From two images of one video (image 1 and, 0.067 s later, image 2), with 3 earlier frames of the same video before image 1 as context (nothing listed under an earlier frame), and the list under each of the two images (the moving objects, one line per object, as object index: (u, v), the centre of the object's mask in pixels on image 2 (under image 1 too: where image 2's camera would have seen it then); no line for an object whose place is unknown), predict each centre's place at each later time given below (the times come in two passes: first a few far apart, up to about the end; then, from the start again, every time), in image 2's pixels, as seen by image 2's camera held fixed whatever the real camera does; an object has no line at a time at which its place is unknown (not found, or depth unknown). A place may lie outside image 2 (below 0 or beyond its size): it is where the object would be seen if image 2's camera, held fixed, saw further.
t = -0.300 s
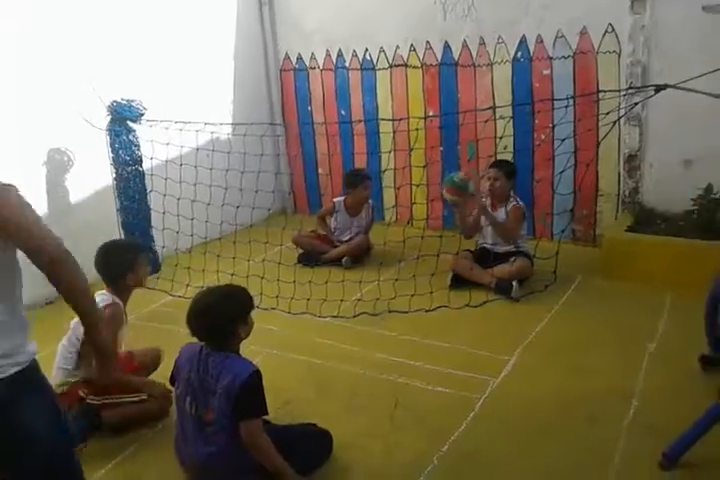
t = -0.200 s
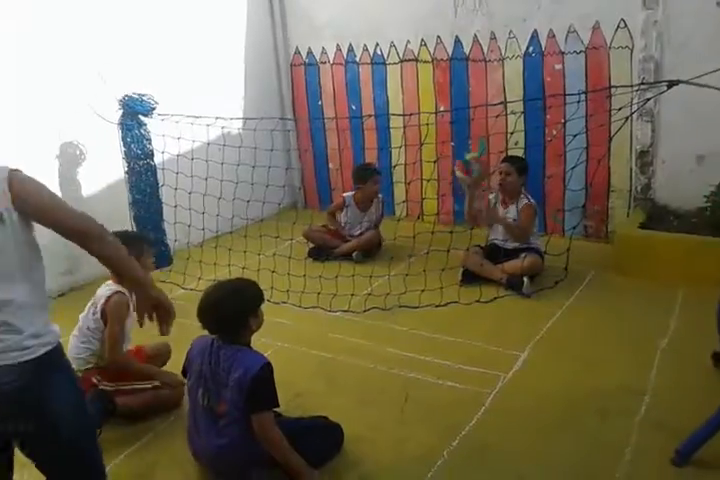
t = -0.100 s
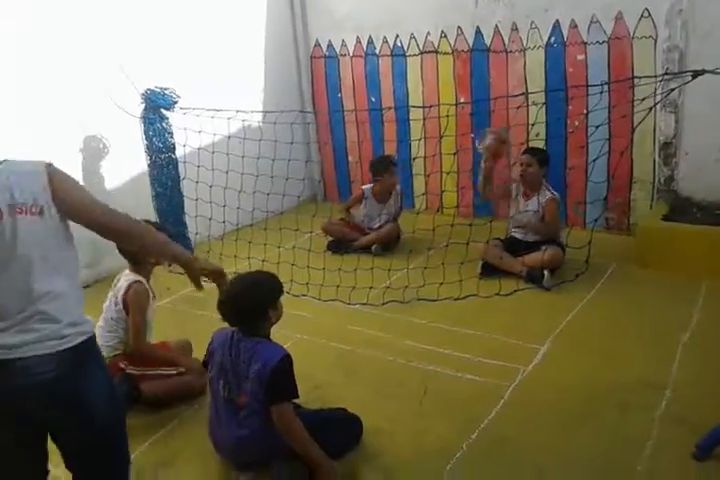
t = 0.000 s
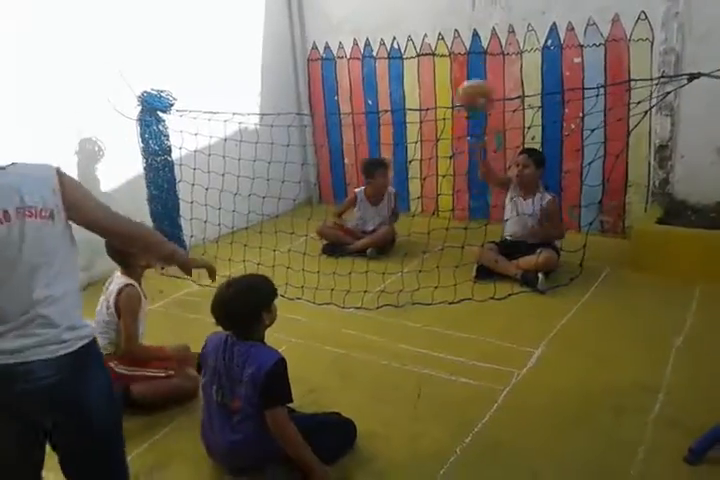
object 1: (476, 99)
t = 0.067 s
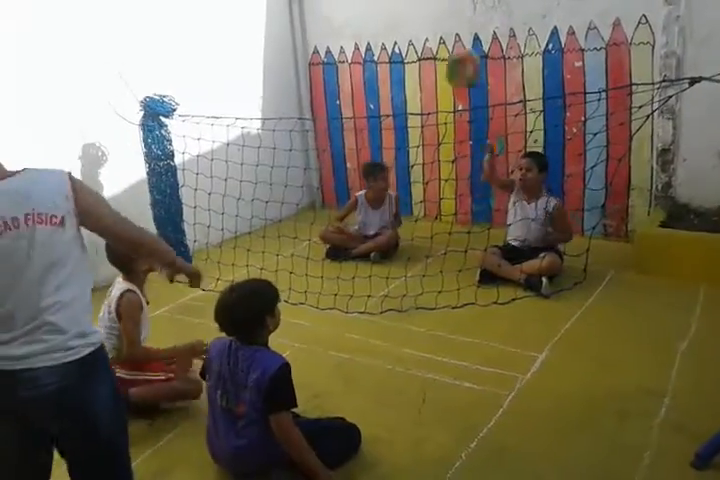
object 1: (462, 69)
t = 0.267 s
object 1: (418, 16)
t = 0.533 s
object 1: (347, 67)
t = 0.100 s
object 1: (456, 55)
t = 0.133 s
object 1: (450, 44)
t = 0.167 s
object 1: (442, 34)
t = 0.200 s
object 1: (433, 26)
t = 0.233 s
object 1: (426, 20)
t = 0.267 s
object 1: (418, 16)
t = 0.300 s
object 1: (409, 15)
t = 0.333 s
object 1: (400, 16)
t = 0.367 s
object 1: (391, 18)
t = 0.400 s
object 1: (383, 21)
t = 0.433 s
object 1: (374, 28)
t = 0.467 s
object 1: (365, 38)
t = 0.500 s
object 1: (355, 51)
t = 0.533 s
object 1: (347, 67)
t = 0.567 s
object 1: (336, 88)
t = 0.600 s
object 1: (326, 111)
